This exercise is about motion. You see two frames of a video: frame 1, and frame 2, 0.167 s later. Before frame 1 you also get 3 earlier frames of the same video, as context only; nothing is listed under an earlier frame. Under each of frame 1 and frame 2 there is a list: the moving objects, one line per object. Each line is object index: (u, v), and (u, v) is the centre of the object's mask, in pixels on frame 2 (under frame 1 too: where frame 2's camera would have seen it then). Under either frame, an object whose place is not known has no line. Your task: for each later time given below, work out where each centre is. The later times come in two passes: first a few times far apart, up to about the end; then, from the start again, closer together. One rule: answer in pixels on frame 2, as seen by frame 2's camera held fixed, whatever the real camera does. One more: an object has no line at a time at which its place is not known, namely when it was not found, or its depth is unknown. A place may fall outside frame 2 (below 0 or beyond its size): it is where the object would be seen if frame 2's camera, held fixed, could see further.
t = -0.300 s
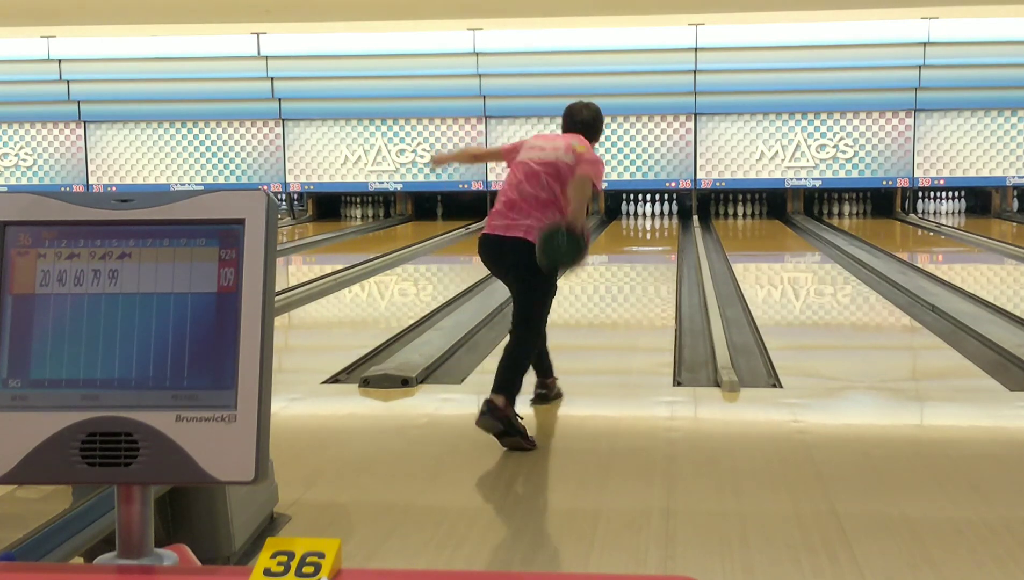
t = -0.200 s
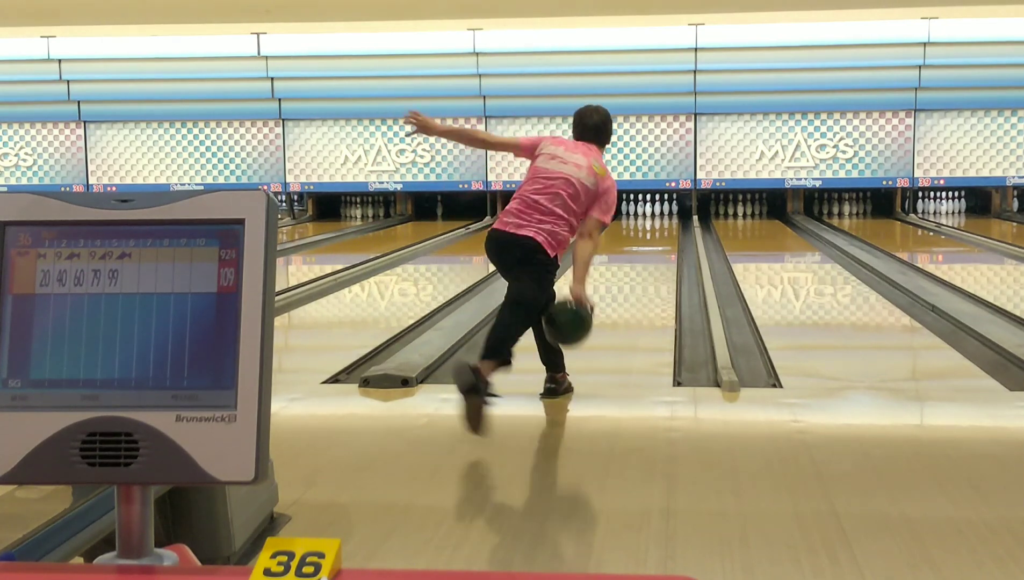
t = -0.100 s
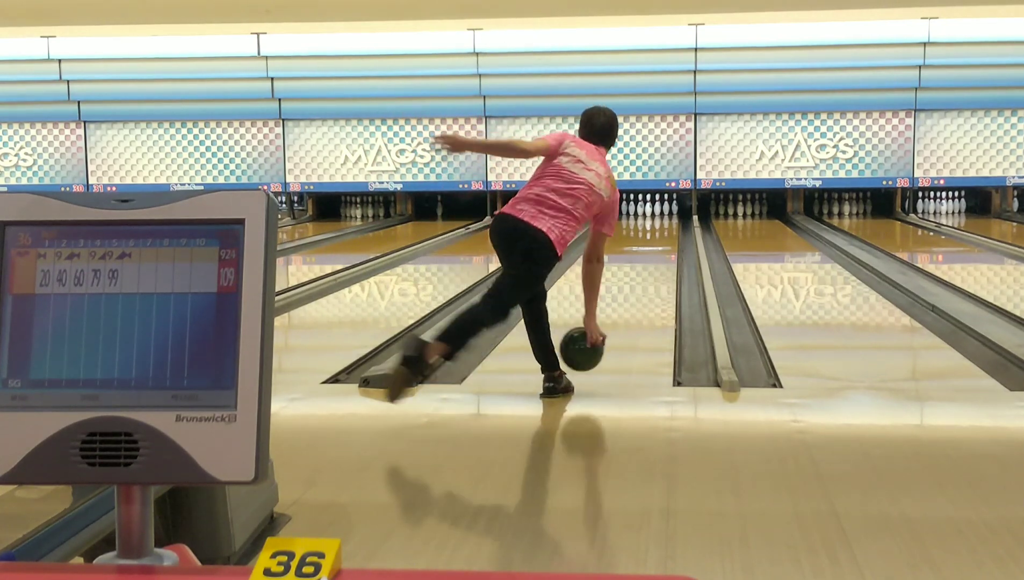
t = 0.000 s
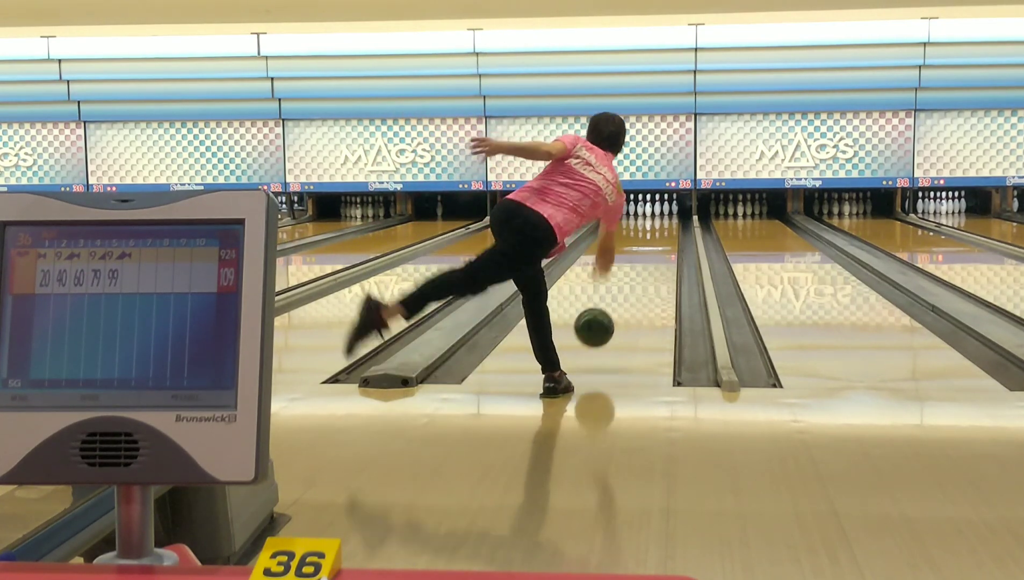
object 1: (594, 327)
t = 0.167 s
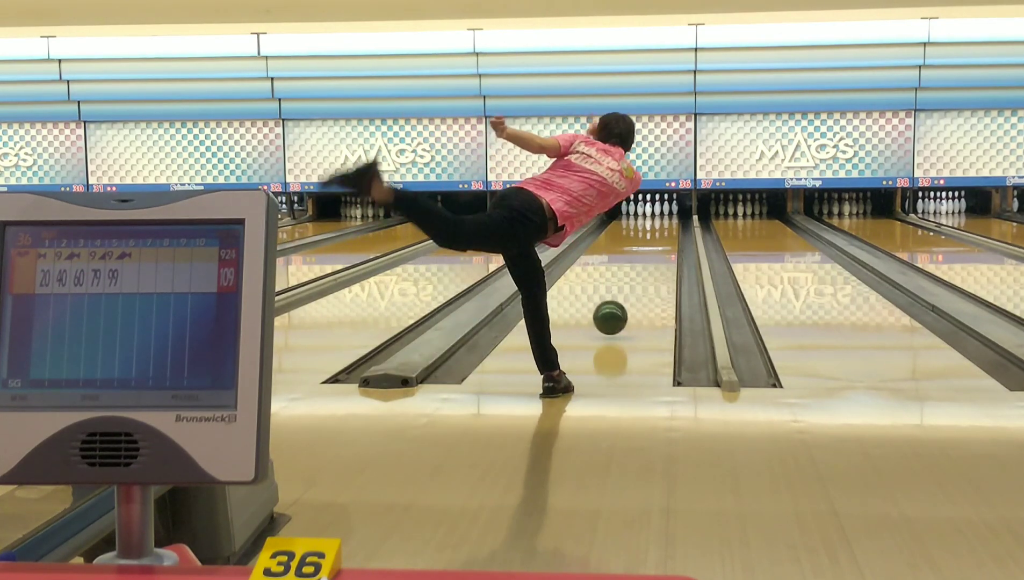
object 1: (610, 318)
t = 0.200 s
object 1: (613, 317)
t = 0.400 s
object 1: (626, 294)
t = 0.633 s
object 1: (637, 274)
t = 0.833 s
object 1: (645, 261)
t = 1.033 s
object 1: (650, 251)
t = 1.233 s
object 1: (654, 242)
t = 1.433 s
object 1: (658, 235)
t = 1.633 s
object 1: (660, 228)
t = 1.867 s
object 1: (661, 222)
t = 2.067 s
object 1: (661, 219)
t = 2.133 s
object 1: (660, 217)
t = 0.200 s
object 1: (613, 317)
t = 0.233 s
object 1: (615, 313)
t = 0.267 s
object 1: (618, 309)
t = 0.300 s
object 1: (620, 305)
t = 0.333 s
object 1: (622, 301)
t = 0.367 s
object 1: (624, 297)
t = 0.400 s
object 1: (626, 294)
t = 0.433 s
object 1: (628, 291)
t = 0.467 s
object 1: (629, 288)
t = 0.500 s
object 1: (631, 285)
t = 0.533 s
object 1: (633, 282)
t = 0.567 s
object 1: (634, 279)
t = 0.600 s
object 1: (636, 277)
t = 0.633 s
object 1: (637, 274)
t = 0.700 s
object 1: (642, 270)
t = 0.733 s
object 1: (641, 267)
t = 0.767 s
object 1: (642, 265)
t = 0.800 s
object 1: (643, 263)
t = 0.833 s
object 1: (645, 261)
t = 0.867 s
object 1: (645, 259)
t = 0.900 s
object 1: (647, 257)
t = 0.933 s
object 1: (647, 256)
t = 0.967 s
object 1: (648, 254)
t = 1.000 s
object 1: (649, 252)
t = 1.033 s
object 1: (650, 251)
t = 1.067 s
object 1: (651, 249)
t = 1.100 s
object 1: (652, 248)
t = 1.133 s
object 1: (653, 246)
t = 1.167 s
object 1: (653, 245)
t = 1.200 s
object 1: (654, 243)
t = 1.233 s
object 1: (654, 242)
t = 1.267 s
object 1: (655, 241)
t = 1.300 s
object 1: (656, 239)
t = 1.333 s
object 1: (656, 238)
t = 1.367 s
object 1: (657, 237)
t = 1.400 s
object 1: (657, 236)
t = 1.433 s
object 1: (658, 235)
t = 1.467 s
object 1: (658, 234)
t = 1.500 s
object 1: (659, 232)
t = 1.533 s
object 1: (659, 231)
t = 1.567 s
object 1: (659, 230)
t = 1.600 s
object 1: (660, 229)
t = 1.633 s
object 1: (660, 228)
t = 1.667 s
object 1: (660, 228)
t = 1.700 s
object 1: (660, 227)
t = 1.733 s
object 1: (661, 226)
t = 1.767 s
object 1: (661, 225)
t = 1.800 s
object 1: (661, 224)
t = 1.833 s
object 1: (661, 224)
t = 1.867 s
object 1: (661, 222)
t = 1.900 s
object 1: (661, 222)
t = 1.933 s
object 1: (661, 221)
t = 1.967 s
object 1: (661, 221)
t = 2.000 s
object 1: (661, 220)
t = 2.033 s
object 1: (661, 219)
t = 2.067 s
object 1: (661, 219)
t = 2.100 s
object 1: (661, 218)
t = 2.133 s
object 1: (660, 217)
